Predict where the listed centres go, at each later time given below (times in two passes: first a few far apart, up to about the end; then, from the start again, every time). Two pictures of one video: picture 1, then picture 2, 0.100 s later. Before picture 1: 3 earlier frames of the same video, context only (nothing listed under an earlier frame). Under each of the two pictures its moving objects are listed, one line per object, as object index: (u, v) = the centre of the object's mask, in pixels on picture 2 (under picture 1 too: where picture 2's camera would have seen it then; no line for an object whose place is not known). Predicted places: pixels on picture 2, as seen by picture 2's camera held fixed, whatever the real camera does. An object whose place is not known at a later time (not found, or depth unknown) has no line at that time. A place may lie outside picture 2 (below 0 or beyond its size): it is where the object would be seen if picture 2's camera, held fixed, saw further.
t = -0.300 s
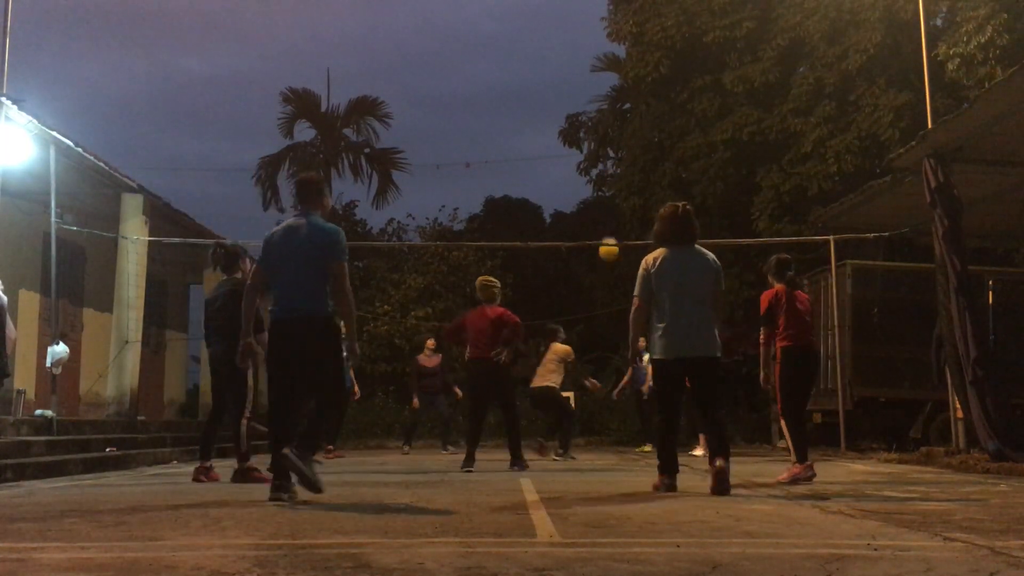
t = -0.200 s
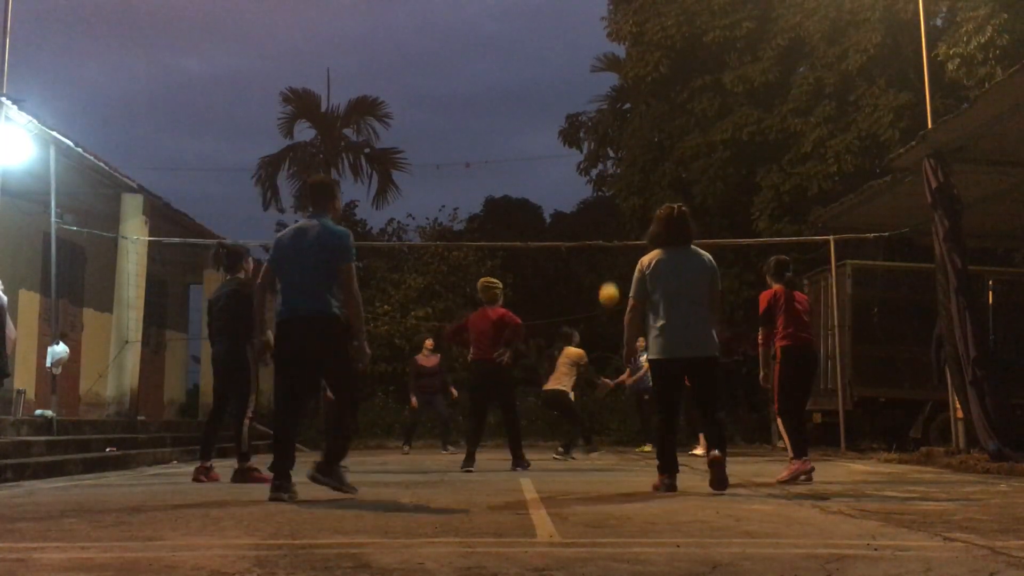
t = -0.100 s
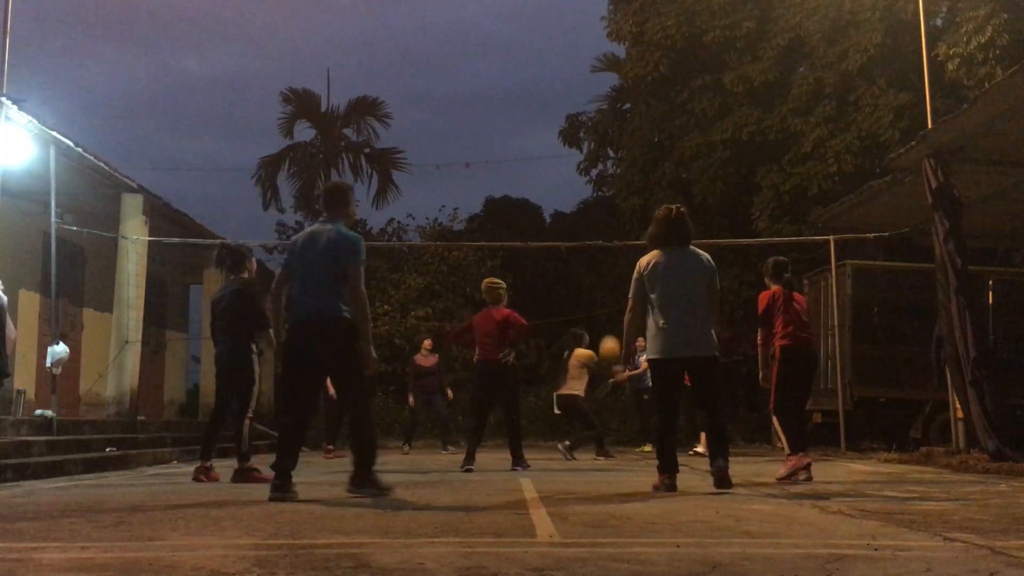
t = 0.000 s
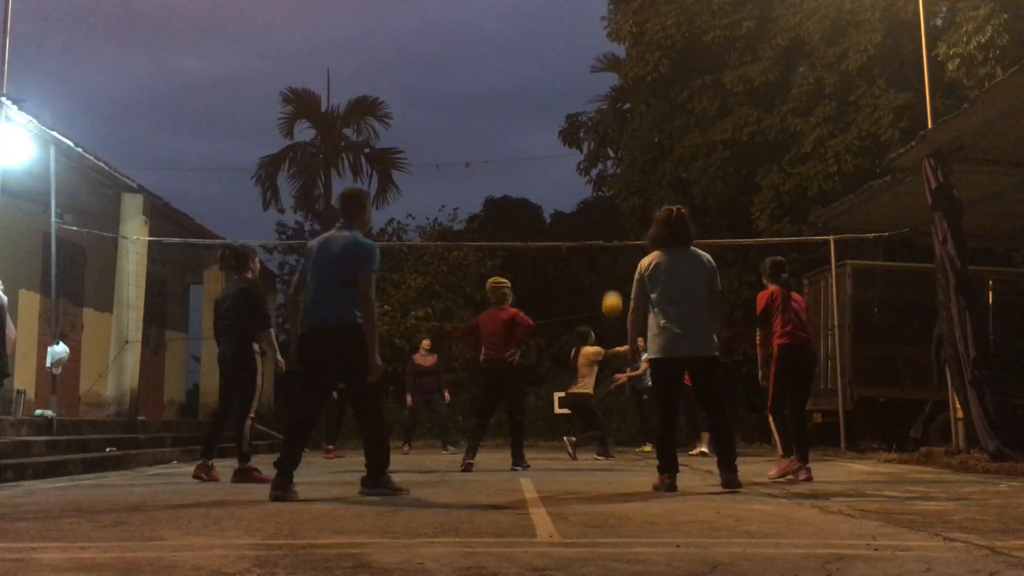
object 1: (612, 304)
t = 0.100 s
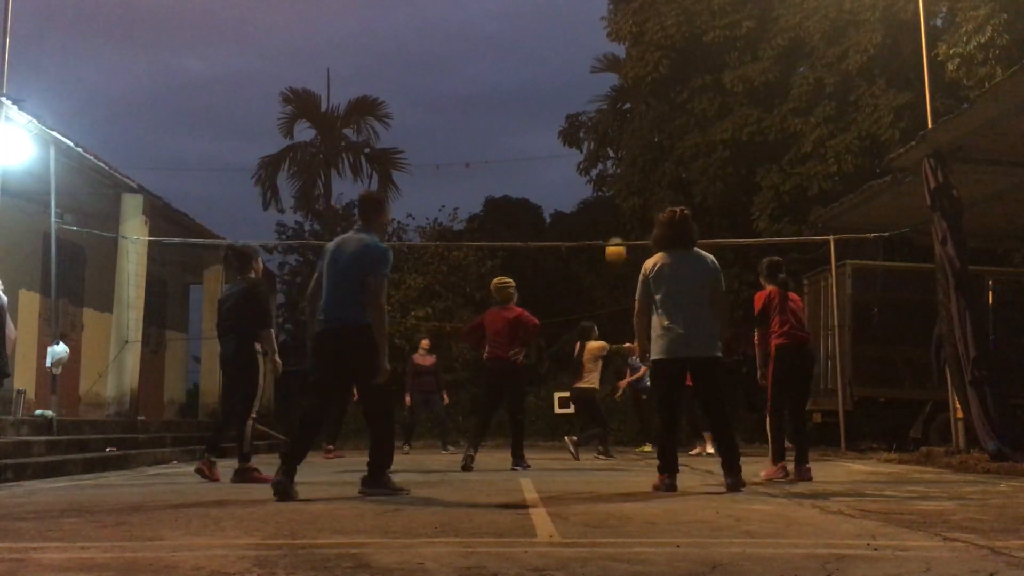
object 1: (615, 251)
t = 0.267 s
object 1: (621, 183)
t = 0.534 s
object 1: (631, 124)
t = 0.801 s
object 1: (642, 126)
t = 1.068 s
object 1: (656, 188)
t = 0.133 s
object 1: (616, 234)
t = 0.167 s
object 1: (618, 220)
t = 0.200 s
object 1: (619, 207)
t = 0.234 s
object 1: (620, 194)
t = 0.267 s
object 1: (621, 183)
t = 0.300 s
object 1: (622, 172)
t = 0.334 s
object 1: (623, 162)
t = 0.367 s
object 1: (624, 154)
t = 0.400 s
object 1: (626, 146)
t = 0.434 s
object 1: (627, 139)
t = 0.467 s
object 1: (629, 134)
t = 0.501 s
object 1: (630, 128)
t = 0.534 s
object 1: (631, 124)
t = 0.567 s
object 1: (632, 121)
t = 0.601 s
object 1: (634, 119)
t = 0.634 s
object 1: (635, 118)
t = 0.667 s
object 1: (636, 118)
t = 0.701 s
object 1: (638, 118)
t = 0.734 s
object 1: (639, 120)
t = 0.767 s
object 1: (641, 123)
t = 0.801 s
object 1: (642, 126)
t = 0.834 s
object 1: (644, 131)
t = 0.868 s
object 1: (646, 136)
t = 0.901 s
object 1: (647, 142)
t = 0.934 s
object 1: (649, 149)
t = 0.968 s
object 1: (651, 157)
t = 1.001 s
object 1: (652, 166)
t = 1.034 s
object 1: (654, 176)
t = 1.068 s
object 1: (656, 188)
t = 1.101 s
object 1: (657, 200)
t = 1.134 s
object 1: (660, 213)
